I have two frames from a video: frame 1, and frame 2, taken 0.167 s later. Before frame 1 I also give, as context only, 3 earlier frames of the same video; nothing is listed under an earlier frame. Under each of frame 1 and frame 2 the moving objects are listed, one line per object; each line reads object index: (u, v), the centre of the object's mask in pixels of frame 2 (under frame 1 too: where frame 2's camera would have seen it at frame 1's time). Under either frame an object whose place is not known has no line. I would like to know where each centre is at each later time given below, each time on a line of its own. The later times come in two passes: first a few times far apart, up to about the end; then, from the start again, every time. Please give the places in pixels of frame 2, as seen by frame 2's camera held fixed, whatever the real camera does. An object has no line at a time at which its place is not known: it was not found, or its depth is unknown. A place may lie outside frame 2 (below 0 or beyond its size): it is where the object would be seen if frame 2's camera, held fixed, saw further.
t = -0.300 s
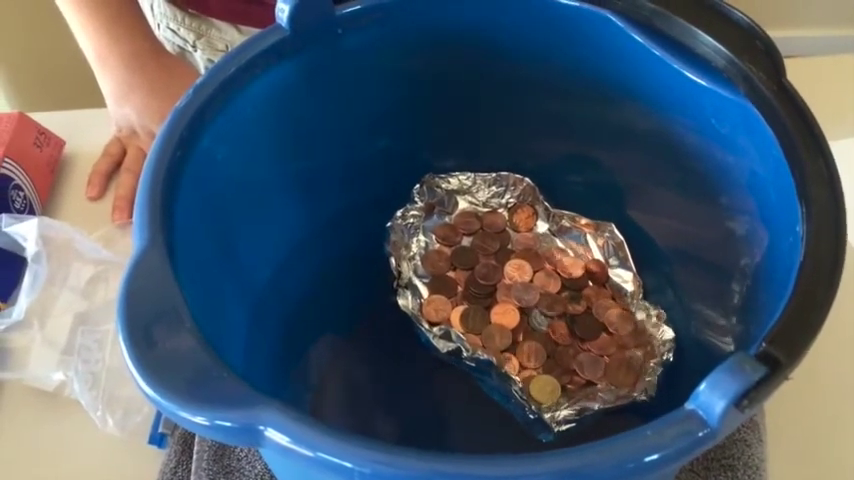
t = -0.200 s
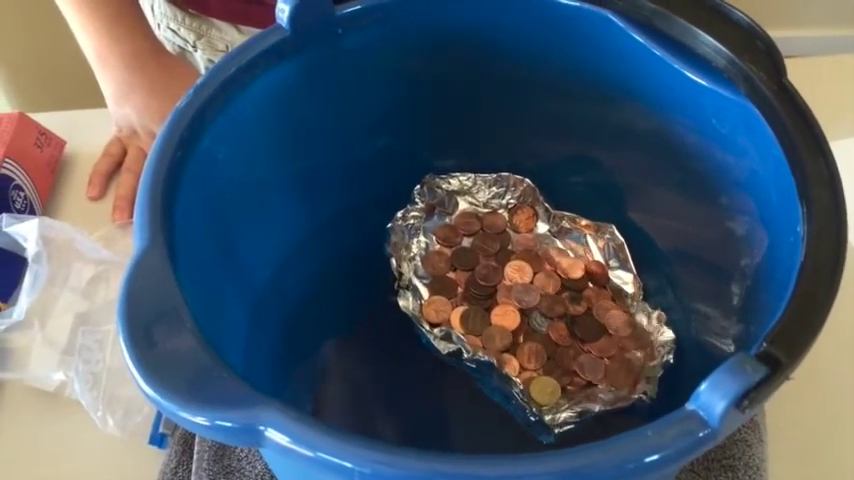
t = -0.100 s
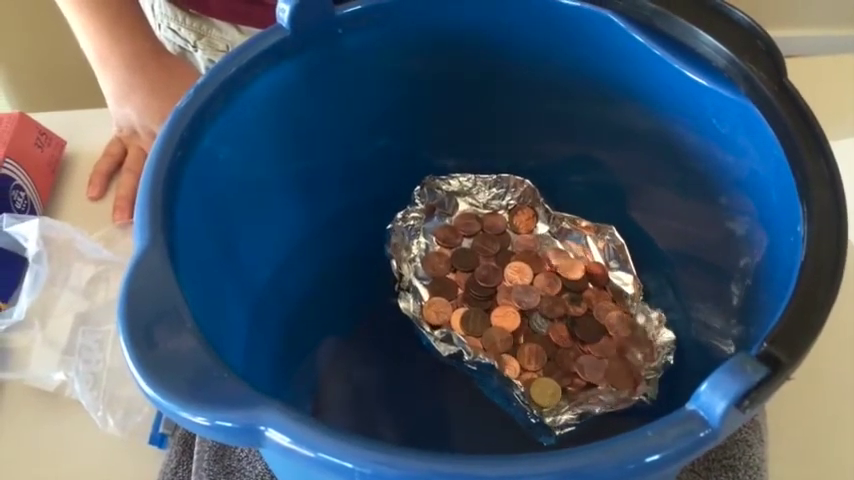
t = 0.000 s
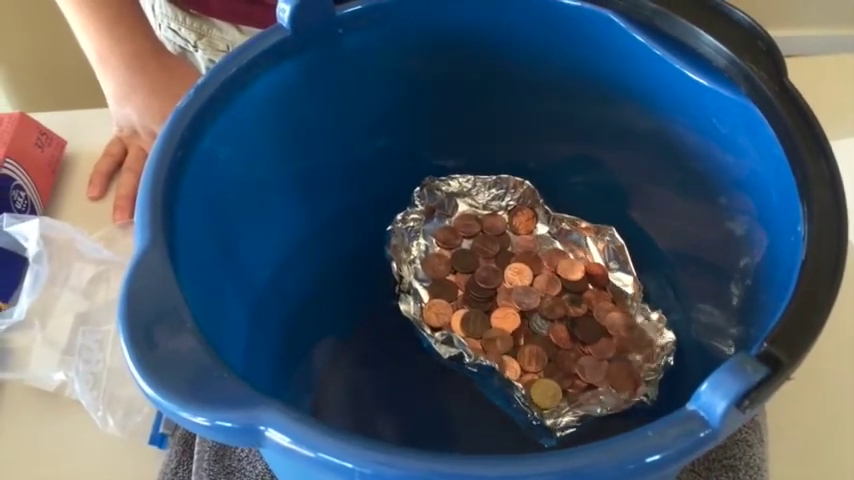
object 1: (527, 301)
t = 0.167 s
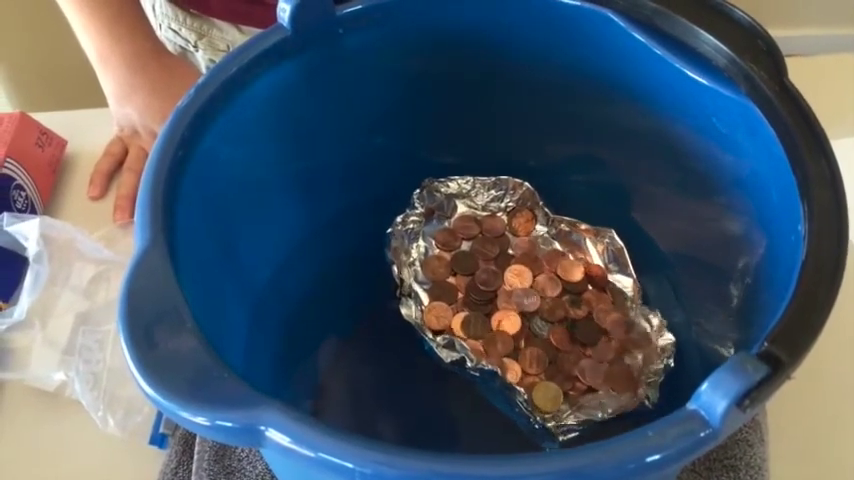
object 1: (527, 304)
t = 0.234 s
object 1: (528, 306)
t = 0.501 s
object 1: (527, 317)
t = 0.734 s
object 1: (524, 329)
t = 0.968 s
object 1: (518, 350)
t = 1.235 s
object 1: (517, 362)
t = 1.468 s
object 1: (493, 375)
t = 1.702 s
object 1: (470, 382)
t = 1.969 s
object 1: (469, 381)
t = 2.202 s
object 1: (470, 381)
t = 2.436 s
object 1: (470, 382)
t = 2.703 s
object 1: (470, 383)
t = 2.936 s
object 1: (470, 383)
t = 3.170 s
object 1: (468, 382)
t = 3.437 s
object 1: (469, 383)
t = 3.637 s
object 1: (470, 382)
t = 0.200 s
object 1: (528, 305)
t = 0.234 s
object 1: (528, 306)
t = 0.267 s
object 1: (527, 307)
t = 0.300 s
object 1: (528, 308)
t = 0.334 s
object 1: (528, 309)
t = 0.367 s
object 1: (528, 311)
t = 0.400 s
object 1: (527, 312)
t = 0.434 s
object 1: (527, 314)
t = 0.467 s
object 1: (527, 315)
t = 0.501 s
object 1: (527, 317)
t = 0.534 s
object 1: (527, 319)
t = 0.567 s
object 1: (526, 321)
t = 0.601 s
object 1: (526, 323)
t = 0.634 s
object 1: (525, 325)
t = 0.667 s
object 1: (524, 326)
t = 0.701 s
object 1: (524, 328)
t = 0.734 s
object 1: (524, 329)
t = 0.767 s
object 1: (523, 332)
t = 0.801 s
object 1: (522, 334)
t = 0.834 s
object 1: (522, 337)
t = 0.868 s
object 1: (521, 340)
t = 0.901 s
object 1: (520, 343)
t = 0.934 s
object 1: (520, 346)
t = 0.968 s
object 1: (518, 350)
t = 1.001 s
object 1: (518, 351)
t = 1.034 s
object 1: (518, 354)
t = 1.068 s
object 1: (517, 357)
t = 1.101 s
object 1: (517, 358)
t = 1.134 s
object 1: (518, 359)
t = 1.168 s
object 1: (518, 360)
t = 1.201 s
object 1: (516, 361)
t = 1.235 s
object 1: (517, 362)
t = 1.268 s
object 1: (514, 363)
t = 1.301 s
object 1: (512, 365)
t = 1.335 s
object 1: (509, 367)
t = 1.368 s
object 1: (506, 369)
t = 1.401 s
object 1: (503, 371)
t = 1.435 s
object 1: (499, 373)
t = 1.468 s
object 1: (493, 375)
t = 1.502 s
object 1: (489, 378)
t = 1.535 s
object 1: (486, 380)
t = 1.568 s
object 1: (484, 380)
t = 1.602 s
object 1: (481, 380)
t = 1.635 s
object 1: (475, 381)
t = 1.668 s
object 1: (469, 381)
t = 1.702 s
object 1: (470, 382)
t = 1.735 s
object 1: (470, 382)
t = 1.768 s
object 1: (473, 382)
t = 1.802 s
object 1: (472, 383)
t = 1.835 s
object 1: (472, 382)
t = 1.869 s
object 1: (472, 382)
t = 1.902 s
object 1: (472, 381)
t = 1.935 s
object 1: (471, 381)
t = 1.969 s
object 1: (469, 381)
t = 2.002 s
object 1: (469, 381)
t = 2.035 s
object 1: (470, 381)
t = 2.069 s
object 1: (471, 382)
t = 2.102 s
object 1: (471, 381)
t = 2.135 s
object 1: (471, 381)
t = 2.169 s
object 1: (471, 381)
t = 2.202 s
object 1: (470, 381)
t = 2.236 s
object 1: (469, 380)
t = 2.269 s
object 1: (469, 380)
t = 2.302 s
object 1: (470, 381)
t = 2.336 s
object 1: (471, 381)
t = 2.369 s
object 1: (470, 382)
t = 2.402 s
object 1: (471, 382)
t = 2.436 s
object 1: (470, 382)
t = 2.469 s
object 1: (470, 382)
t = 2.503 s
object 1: (470, 383)
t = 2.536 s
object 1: (470, 383)
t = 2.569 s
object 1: (470, 383)
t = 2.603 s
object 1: (469, 383)
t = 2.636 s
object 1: (469, 383)
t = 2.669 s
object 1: (470, 383)
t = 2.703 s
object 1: (470, 383)
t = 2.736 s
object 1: (471, 383)
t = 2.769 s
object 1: (470, 383)
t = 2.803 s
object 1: (470, 383)
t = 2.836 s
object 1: (470, 383)
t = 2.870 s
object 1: (470, 383)
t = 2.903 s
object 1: (470, 383)
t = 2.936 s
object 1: (470, 383)
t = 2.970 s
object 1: (470, 383)
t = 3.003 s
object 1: (470, 383)
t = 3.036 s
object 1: (470, 382)
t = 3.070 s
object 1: (470, 383)
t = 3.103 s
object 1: (470, 382)
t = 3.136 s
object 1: (469, 382)
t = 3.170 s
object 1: (468, 382)
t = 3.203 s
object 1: (469, 383)
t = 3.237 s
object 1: (469, 382)
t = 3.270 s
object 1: (470, 383)
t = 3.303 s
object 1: (470, 383)
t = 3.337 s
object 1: (470, 383)
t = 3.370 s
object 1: (470, 383)
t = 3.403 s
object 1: (470, 383)
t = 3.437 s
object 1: (469, 383)
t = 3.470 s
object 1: (470, 383)
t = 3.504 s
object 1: (470, 383)
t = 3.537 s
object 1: (470, 383)
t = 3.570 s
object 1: (471, 383)
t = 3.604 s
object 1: (470, 383)
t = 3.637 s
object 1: (470, 382)
